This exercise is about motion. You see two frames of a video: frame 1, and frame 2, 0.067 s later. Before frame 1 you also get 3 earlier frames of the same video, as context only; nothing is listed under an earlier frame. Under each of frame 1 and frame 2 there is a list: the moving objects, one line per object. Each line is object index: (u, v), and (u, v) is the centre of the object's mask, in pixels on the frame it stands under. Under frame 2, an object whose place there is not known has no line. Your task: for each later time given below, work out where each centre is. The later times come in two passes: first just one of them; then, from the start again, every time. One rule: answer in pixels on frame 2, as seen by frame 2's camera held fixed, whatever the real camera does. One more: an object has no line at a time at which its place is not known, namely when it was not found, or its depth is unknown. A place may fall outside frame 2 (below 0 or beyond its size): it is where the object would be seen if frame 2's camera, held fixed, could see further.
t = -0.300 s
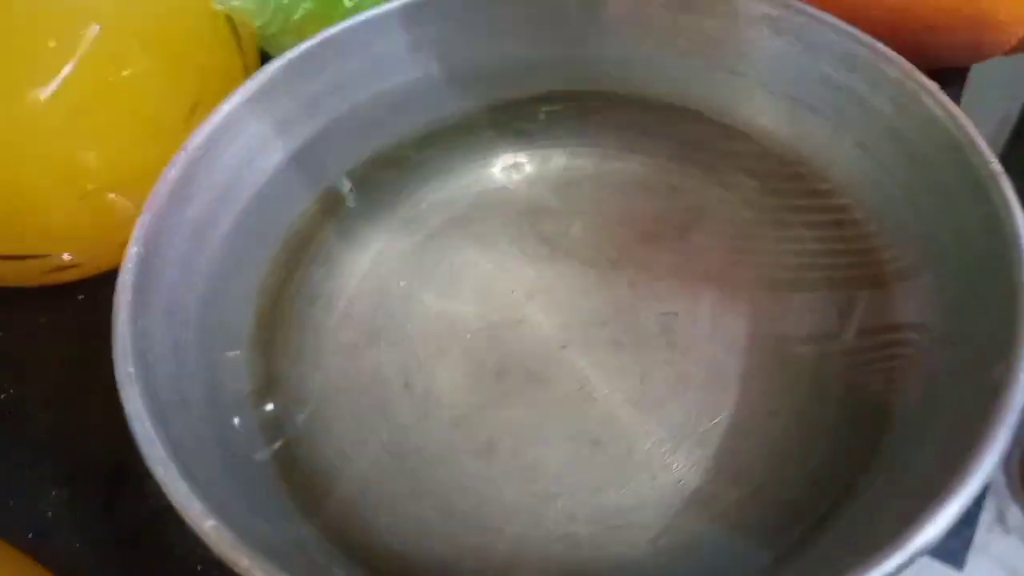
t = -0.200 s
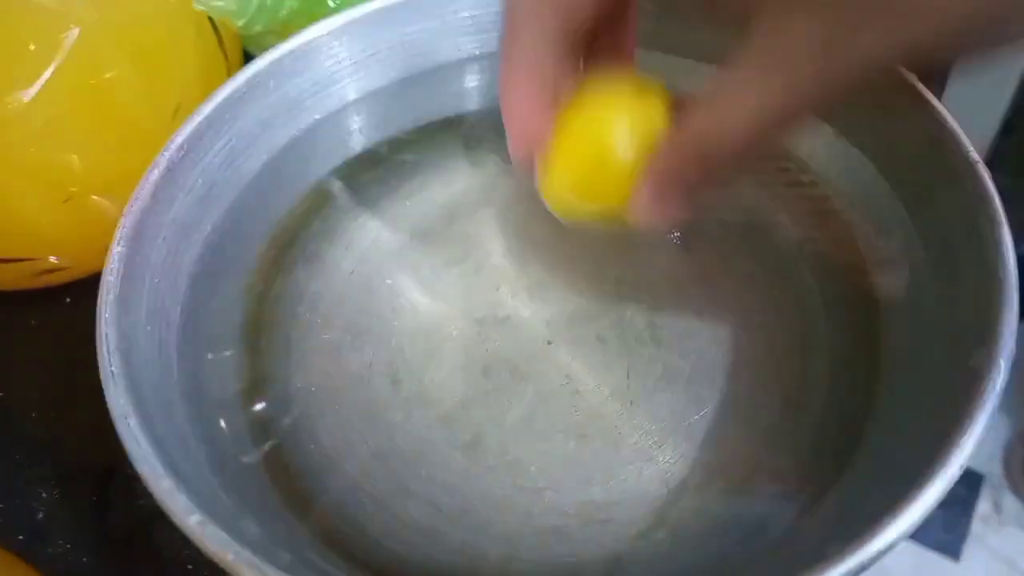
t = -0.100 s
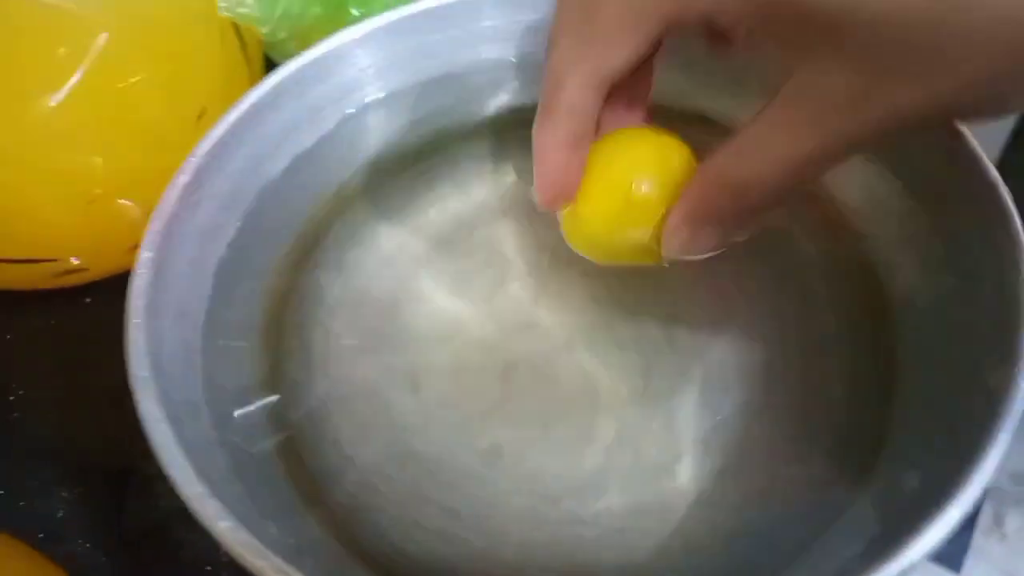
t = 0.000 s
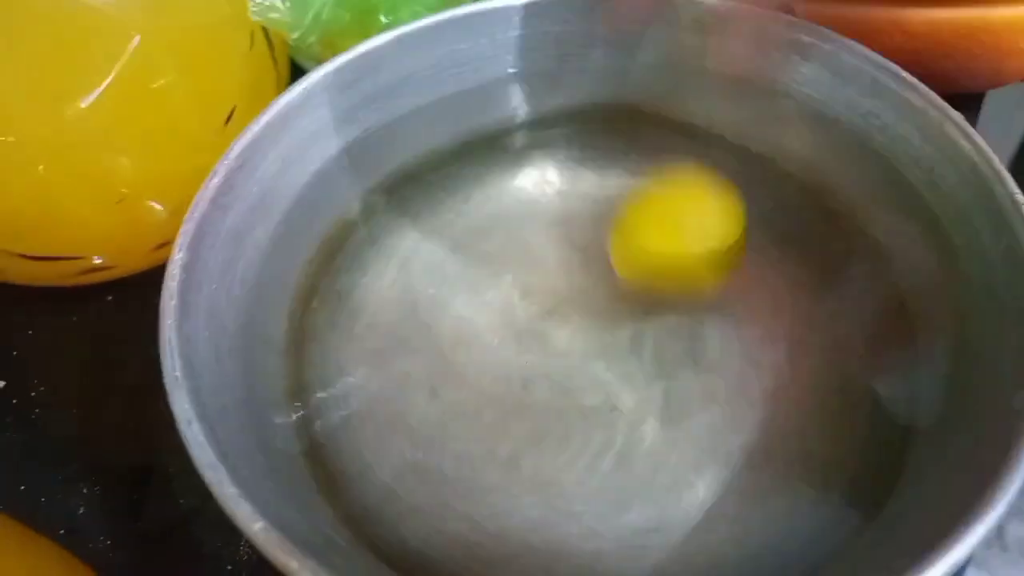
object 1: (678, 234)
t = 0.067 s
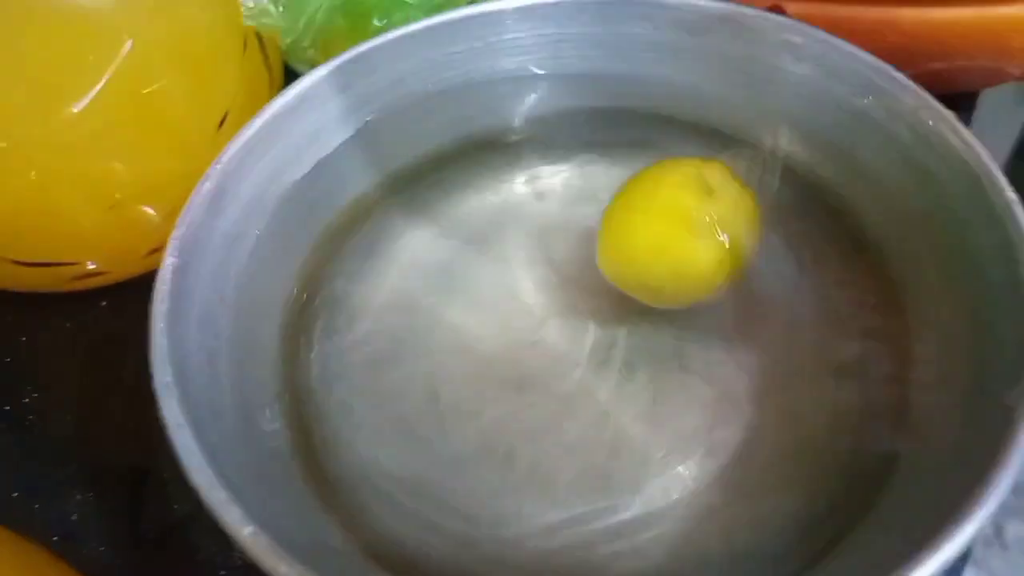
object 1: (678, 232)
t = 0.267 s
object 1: (675, 242)
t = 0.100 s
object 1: (679, 216)
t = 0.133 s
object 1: (678, 220)
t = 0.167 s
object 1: (678, 228)
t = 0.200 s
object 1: (677, 235)
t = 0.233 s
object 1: (676, 242)
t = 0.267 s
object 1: (675, 242)
